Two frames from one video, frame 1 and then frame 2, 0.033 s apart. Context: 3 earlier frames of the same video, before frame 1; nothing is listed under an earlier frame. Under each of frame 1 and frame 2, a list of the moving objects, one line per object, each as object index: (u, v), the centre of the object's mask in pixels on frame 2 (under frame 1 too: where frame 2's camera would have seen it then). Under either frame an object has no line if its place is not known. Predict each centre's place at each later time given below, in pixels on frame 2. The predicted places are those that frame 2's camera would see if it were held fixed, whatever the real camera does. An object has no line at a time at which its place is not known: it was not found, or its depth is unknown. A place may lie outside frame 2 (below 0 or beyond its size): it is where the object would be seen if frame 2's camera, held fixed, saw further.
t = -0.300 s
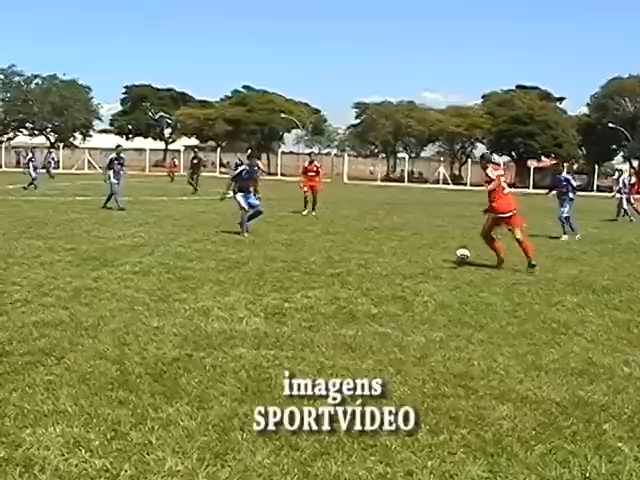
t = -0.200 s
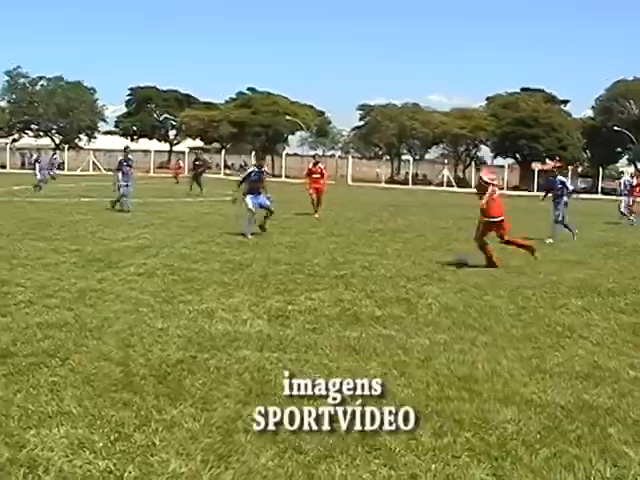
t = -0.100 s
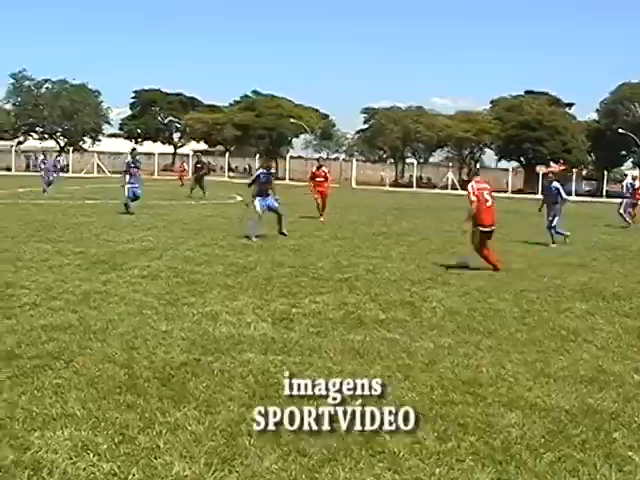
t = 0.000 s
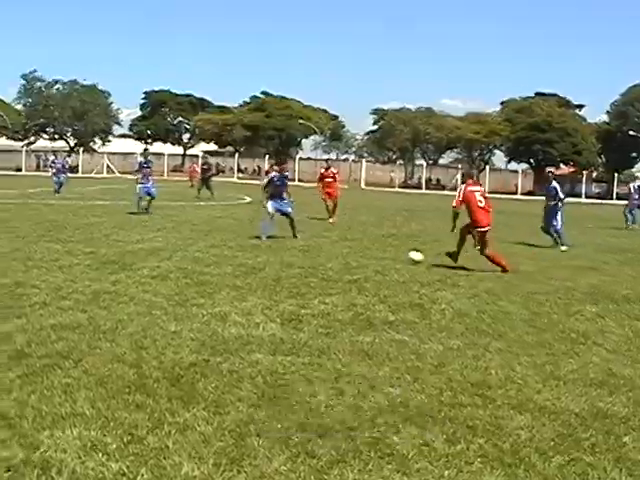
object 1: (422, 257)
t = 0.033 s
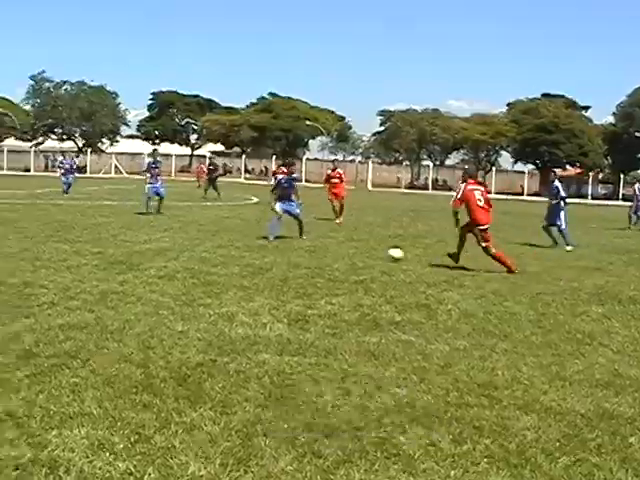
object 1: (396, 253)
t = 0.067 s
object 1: (370, 249)
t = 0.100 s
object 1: (345, 247)
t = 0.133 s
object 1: (320, 245)
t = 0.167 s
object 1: (296, 245)
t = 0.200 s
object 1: (273, 244)
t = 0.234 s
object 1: (250, 245)
